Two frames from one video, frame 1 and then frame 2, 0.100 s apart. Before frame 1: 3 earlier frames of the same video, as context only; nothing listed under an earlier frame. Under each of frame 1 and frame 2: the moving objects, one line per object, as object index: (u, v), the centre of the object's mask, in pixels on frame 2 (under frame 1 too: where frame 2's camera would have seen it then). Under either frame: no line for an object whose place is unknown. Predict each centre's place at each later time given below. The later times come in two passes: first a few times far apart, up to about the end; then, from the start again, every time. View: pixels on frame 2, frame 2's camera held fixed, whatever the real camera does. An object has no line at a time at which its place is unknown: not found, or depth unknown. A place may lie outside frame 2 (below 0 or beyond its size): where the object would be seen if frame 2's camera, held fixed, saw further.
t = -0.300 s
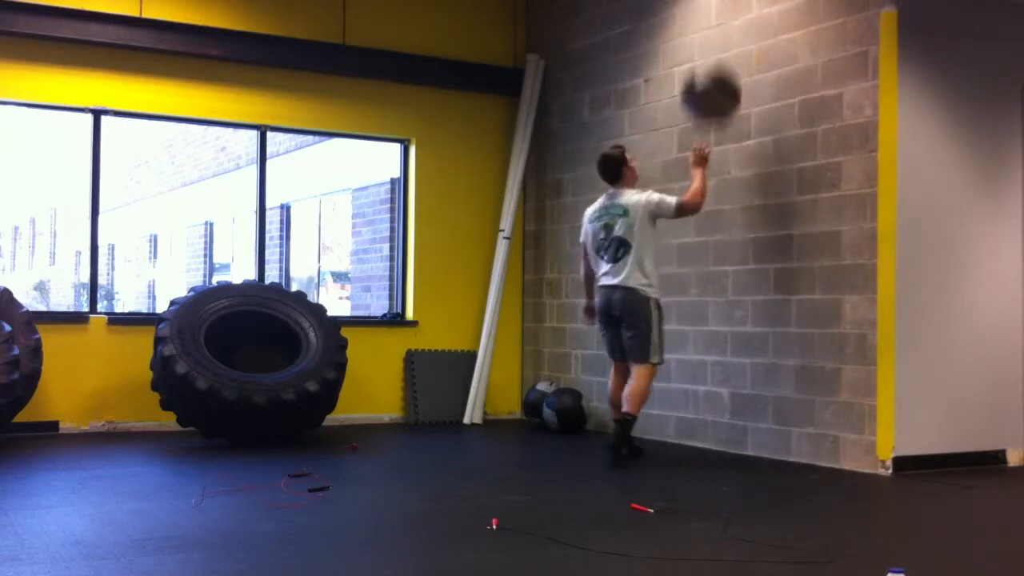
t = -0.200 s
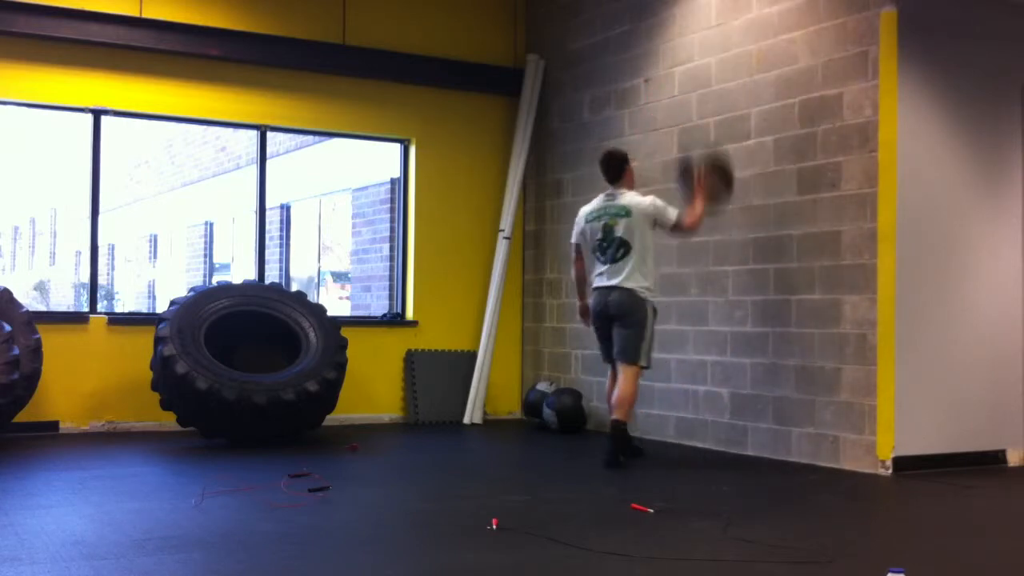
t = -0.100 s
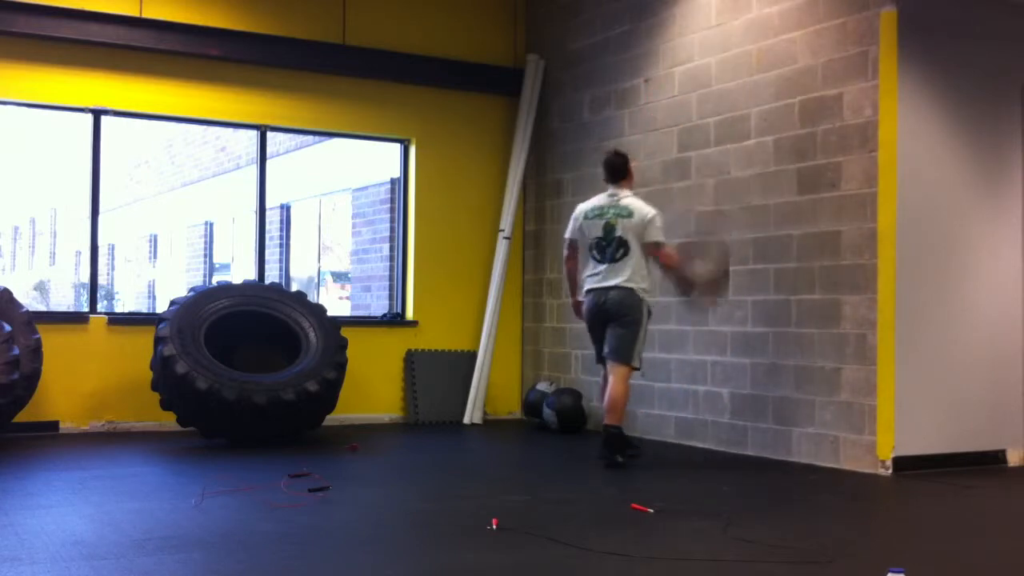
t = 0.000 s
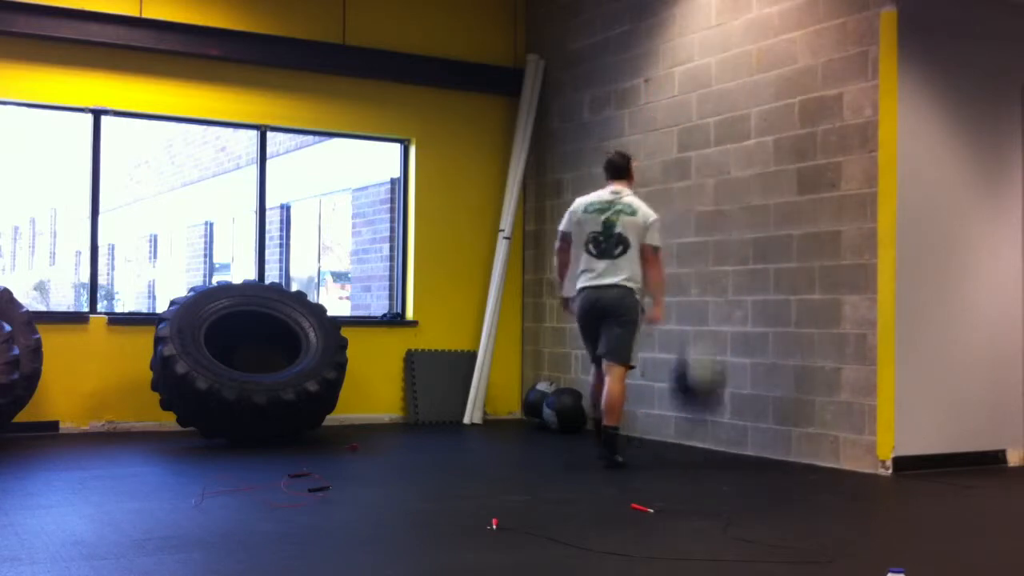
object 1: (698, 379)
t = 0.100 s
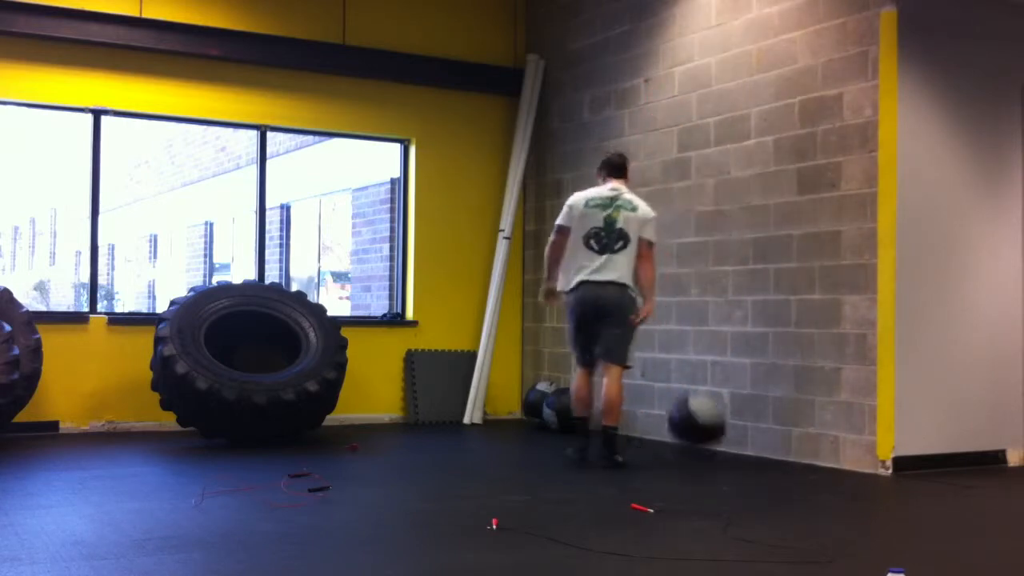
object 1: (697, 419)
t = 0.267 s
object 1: (698, 362)
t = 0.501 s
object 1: (698, 351)
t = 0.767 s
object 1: (695, 432)
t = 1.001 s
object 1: (691, 411)
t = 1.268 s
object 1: (686, 424)
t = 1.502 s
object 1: (684, 429)
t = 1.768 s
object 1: (685, 429)
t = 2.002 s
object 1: (685, 428)
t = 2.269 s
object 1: (685, 428)
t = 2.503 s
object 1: (685, 428)
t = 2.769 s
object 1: (685, 429)
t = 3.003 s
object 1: (685, 429)
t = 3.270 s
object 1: (685, 429)
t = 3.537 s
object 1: (685, 429)
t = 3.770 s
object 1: (685, 429)
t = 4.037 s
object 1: (685, 429)
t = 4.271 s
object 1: (685, 429)
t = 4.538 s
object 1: (685, 429)
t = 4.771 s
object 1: (685, 429)
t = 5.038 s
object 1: (685, 429)
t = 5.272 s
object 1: (685, 429)
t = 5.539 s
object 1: (685, 429)
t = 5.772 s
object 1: (685, 429)
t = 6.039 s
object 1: (685, 429)
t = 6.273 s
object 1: (685, 429)
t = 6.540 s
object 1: (685, 429)
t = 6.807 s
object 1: (685, 428)
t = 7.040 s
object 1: (685, 428)
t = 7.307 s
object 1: (685, 428)
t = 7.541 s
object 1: (685, 428)
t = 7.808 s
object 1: (685, 428)
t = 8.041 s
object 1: (685, 428)
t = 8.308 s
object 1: (685, 428)
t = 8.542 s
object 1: (685, 428)
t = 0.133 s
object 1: (696, 406)
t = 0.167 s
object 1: (696, 393)
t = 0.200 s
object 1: (697, 382)
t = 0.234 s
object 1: (698, 371)
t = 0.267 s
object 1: (698, 362)
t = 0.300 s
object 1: (698, 355)
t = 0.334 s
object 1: (697, 351)
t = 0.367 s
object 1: (697, 348)
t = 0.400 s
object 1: (697, 347)
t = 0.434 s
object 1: (697, 346)
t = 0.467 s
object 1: (697, 348)
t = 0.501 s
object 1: (698, 351)
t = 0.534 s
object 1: (697, 356)
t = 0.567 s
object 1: (697, 363)
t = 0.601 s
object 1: (697, 372)
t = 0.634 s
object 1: (698, 383)
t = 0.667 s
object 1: (696, 397)
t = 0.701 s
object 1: (697, 410)
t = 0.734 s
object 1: (696, 426)
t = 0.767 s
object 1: (695, 432)
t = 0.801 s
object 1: (695, 427)
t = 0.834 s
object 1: (695, 419)
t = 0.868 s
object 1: (694, 415)
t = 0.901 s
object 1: (693, 411)
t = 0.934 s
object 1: (692, 410)
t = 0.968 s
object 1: (692, 410)
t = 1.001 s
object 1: (691, 411)
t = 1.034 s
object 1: (690, 415)
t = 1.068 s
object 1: (688, 420)
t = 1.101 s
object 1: (688, 426)
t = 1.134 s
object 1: (687, 430)
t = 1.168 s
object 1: (687, 428)
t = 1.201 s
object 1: (687, 425)
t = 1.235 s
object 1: (686, 424)
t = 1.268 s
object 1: (686, 424)
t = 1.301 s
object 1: (685, 425)
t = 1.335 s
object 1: (685, 428)
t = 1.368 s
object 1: (685, 430)
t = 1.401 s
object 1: (684, 429)
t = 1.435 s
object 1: (684, 428)
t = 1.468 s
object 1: (685, 428)
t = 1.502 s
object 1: (684, 429)
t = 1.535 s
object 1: (685, 429)
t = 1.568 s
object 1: (685, 429)
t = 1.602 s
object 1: (685, 429)
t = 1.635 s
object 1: (685, 429)
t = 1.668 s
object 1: (685, 429)
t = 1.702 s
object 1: (685, 429)
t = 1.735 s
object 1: (685, 429)
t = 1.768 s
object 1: (685, 429)
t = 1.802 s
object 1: (685, 429)
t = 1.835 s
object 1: (685, 429)
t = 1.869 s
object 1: (685, 429)
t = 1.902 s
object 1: (685, 429)
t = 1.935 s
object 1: (685, 429)
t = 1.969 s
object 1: (685, 429)
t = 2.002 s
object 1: (685, 428)
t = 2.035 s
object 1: (685, 428)
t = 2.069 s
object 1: (685, 428)
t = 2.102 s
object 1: (685, 428)
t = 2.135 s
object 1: (685, 428)
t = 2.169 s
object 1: (685, 428)
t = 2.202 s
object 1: (685, 428)
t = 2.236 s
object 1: (685, 428)
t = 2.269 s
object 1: (685, 428)
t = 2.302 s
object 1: (685, 428)
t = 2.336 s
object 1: (685, 428)
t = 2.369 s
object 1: (685, 428)
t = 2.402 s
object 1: (685, 428)
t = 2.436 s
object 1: (685, 428)
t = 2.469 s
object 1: (685, 428)
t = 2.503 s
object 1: (685, 428)
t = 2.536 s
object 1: (685, 428)
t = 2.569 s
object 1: (685, 428)
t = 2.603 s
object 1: (685, 428)
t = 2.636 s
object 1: (685, 428)
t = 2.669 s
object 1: (685, 428)
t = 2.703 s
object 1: (685, 429)
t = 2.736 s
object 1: (685, 429)
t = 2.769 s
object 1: (685, 429)
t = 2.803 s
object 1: (685, 429)
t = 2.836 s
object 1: (685, 429)
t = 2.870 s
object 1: (685, 429)
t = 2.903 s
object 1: (685, 429)
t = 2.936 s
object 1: (685, 429)
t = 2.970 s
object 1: (685, 429)
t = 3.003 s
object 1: (685, 429)
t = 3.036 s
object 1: (685, 429)
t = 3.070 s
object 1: (685, 429)
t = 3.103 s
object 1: (685, 429)
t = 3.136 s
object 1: (685, 429)
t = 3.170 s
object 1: (685, 429)
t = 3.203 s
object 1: (685, 429)
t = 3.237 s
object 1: (685, 429)
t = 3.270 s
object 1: (685, 429)
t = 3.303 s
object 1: (685, 429)
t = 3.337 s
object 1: (685, 429)
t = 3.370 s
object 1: (685, 429)
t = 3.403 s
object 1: (685, 429)
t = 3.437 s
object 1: (685, 429)
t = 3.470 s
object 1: (685, 429)
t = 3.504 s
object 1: (685, 429)
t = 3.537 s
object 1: (685, 429)
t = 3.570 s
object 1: (685, 429)
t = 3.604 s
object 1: (685, 429)
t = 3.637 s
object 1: (685, 429)
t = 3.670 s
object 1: (685, 429)
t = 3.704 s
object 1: (685, 429)
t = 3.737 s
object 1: (685, 429)
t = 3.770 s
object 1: (685, 429)
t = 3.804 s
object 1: (685, 429)
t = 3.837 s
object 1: (685, 429)
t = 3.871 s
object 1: (685, 429)
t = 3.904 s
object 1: (685, 429)
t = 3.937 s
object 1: (685, 429)
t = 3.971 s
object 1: (685, 429)
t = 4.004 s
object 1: (685, 429)
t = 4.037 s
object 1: (685, 429)
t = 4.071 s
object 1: (685, 429)
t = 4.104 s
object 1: (685, 429)
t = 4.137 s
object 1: (685, 429)
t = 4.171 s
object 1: (685, 429)
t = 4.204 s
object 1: (685, 429)
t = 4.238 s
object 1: (685, 429)
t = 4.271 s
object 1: (685, 429)
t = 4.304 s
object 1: (685, 429)
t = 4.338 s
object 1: (685, 429)
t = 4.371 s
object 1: (685, 429)
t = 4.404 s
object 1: (685, 429)
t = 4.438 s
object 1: (685, 429)
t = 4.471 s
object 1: (685, 429)
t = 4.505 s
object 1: (685, 429)
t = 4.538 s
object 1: (685, 429)
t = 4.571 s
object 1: (685, 429)
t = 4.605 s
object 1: (685, 429)
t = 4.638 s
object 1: (685, 429)
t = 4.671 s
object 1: (685, 429)
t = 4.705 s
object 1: (685, 429)
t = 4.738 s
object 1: (685, 429)
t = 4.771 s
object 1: (685, 429)
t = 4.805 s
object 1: (685, 429)
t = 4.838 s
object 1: (685, 429)
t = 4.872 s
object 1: (685, 429)
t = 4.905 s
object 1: (685, 429)
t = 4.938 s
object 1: (685, 429)
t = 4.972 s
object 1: (685, 429)
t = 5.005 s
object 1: (685, 429)
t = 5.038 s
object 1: (685, 429)
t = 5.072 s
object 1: (685, 429)
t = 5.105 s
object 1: (685, 429)
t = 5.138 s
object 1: (685, 429)
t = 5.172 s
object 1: (685, 429)
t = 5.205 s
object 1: (685, 429)
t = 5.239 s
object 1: (685, 429)
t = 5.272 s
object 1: (685, 429)
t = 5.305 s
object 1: (685, 429)
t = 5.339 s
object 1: (685, 429)
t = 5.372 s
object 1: (685, 429)
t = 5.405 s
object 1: (685, 429)
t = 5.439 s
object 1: (685, 429)
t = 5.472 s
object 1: (685, 429)
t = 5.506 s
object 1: (685, 429)
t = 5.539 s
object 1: (685, 429)
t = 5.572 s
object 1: (685, 429)
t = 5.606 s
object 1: (685, 429)
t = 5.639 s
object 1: (685, 429)
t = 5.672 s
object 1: (685, 429)
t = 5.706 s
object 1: (685, 429)
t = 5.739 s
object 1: (685, 429)
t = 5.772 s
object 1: (685, 429)
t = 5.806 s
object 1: (685, 429)
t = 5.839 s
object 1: (685, 429)
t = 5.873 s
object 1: (685, 429)
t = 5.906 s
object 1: (685, 429)
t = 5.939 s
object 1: (685, 429)
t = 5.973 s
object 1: (685, 429)
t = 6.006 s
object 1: (685, 429)
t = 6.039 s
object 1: (685, 429)
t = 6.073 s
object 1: (685, 429)
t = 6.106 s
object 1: (685, 429)
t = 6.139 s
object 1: (685, 429)
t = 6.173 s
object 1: (685, 429)
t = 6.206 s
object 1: (685, 429)
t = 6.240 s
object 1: (685, 428)
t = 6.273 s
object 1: (685, 429)
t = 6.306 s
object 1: (685, 429)
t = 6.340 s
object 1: (685, 429)
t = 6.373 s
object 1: (685, 429)
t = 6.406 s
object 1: (685, 429)
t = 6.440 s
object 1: (685, 429)
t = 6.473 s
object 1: (685, 429)
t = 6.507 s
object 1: (685, 429)
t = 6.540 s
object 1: (685, 429)
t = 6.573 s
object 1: (685, 429)
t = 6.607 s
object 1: (685, 429)
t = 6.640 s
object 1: (685, 429)
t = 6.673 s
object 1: (685, 429)
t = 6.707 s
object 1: (685, 429)
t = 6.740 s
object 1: (685, 429)
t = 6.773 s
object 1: (685, 428)
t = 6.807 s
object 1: (685, 428)
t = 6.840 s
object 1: (685, 428)
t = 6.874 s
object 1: (685, 428)
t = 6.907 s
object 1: (685, 428)
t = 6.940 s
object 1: (685, 428)
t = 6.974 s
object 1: (685, 428)
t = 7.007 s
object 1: (685, 428)
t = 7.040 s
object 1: (685, 428)
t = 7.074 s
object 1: (685, 428)
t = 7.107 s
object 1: (685, 428)
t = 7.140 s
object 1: (685, 428)
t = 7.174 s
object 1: (685, 428)
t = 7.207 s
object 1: (685, 428)
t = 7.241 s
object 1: (685, 428)
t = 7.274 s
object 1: (685, 428)
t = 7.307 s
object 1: (685, 428)
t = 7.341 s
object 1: (685, 428)
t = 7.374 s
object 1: (685, 428)
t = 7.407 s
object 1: (685, 428)
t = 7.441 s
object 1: (685, 428)
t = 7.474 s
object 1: (685, 428)
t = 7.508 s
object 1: (685, 428)
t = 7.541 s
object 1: (685, 428)
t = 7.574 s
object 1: (685, 428)
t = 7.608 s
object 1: (685, 428)
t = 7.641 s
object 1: (685, 428)
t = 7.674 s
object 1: (685, 428)
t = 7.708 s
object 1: (685, 428)
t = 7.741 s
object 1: (685, 428)
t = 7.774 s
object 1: (685, 428)
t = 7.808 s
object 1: (685, 428)
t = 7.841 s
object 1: (685, 428)
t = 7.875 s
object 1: (685, 428)
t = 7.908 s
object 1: (685, 428)
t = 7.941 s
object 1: (685, 428)
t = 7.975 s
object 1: (685, 428)
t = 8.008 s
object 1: (685, 428)
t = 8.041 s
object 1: (685, 428)
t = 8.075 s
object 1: (685, 428)
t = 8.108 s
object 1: (685, 428)
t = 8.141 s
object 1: (685, 428)
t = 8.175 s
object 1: (685, 428)
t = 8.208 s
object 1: (685, 428)
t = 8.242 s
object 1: (685, 428)
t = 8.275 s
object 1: (685, 428)
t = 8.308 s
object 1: (685, 428)
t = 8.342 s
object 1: (685, 428)
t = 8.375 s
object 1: (685, 428)
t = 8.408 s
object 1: (685, 428)
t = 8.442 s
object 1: (685, 428)
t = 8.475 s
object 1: (685, 428)
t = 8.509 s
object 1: (685, 428)
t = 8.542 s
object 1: (685, 428)
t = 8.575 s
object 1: (685, 428)
